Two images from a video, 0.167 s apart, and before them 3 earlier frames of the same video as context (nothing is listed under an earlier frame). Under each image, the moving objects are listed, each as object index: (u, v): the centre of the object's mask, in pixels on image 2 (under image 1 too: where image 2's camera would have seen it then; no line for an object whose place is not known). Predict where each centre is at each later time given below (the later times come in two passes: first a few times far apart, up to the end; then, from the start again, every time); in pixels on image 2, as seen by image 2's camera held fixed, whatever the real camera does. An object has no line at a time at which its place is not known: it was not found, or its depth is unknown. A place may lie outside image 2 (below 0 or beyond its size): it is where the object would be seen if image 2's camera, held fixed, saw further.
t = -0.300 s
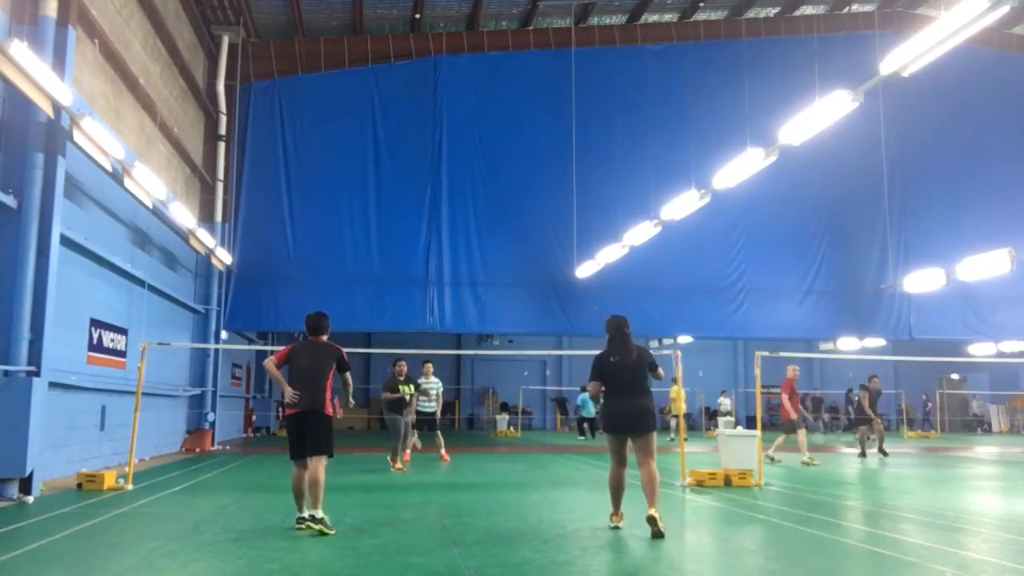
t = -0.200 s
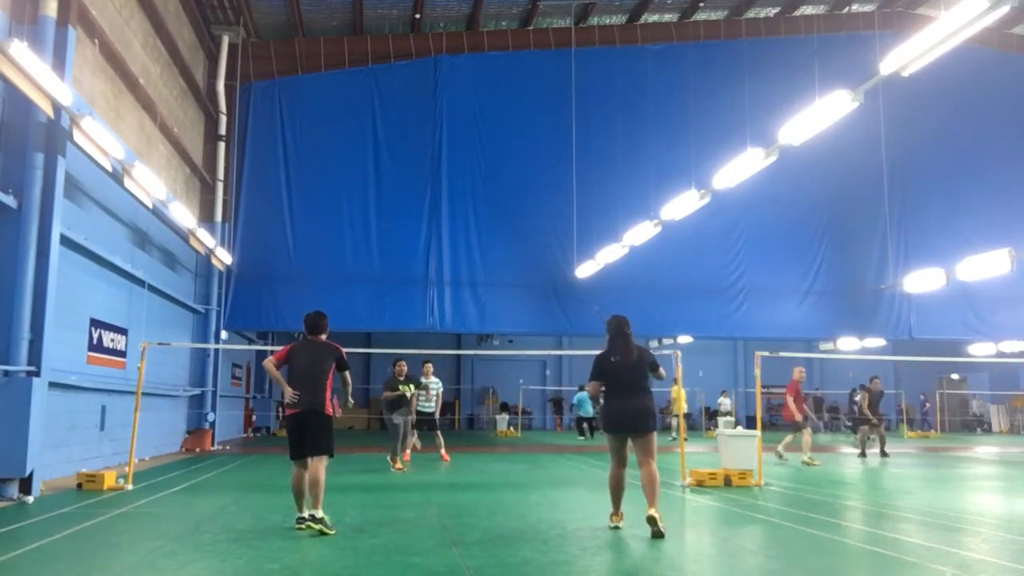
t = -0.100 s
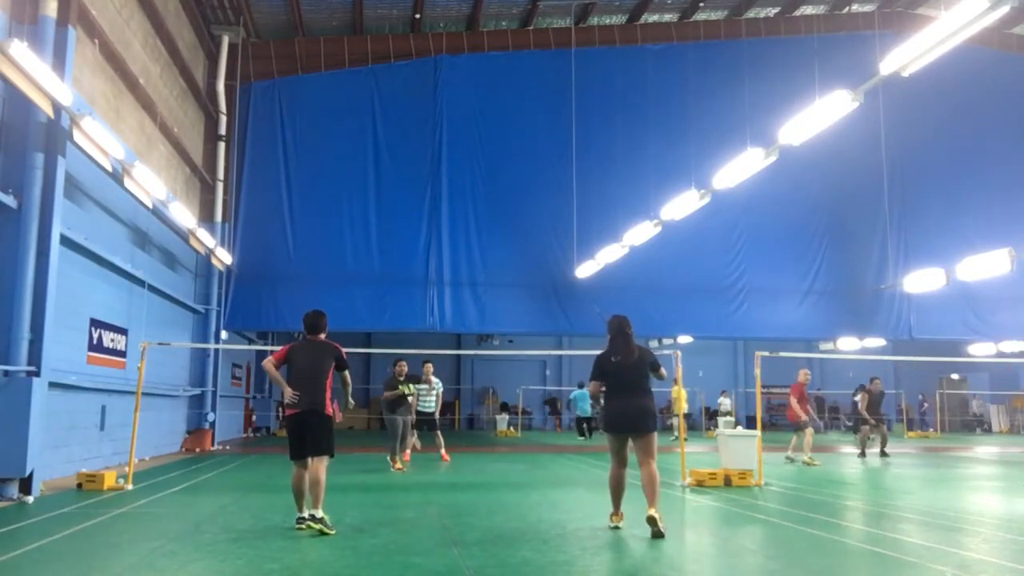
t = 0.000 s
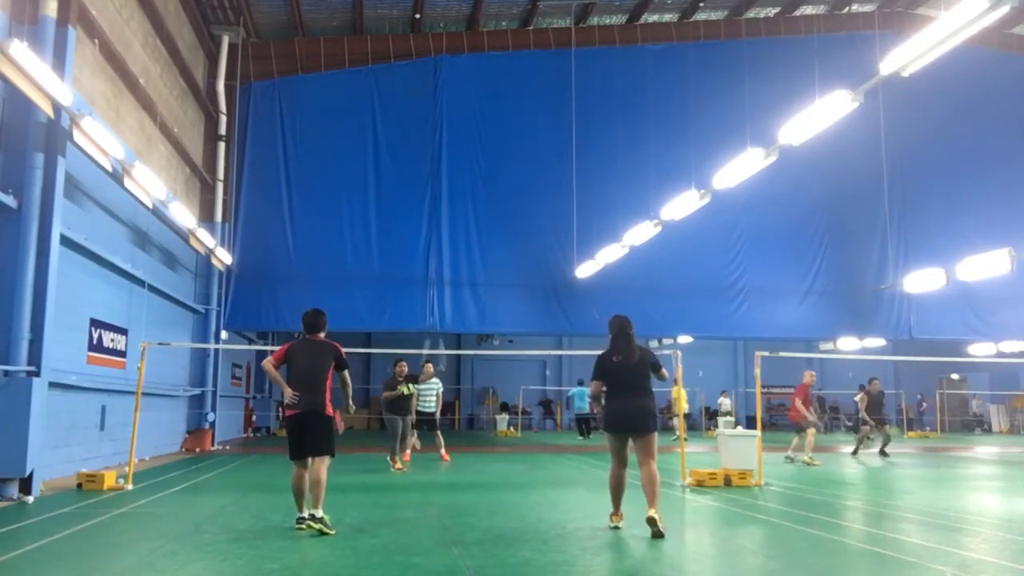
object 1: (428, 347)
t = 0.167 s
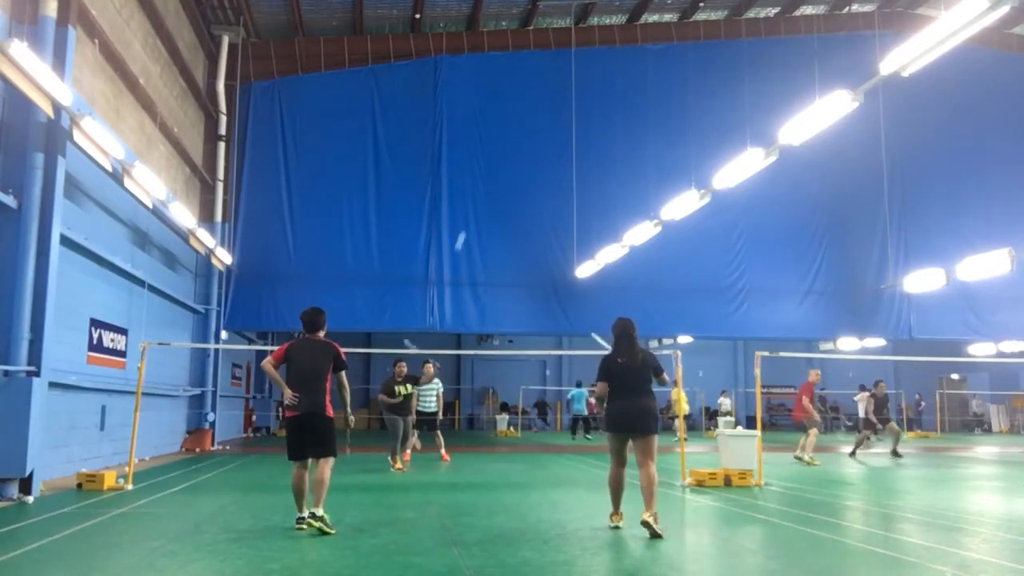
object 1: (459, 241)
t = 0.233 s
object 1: (472, 208)
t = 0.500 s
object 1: (516, 118)
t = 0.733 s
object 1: (551, 104)
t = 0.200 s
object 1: (466, 223)
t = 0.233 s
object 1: (472, 208)
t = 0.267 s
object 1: (478, 192)
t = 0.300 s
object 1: (484, 178)
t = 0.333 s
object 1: (489, 165)
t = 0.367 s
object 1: (495, 153)
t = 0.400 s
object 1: (500, 143)
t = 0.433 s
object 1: (505, 134)
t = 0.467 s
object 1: (511, 126)
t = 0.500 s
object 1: (516, 118)
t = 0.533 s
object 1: (521, 112)
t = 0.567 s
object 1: (526, 108)
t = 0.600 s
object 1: (531, 105)
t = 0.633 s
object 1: (536, 102)
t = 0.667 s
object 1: (541, 102)
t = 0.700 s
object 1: (546, 103)
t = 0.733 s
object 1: (551, 104)
